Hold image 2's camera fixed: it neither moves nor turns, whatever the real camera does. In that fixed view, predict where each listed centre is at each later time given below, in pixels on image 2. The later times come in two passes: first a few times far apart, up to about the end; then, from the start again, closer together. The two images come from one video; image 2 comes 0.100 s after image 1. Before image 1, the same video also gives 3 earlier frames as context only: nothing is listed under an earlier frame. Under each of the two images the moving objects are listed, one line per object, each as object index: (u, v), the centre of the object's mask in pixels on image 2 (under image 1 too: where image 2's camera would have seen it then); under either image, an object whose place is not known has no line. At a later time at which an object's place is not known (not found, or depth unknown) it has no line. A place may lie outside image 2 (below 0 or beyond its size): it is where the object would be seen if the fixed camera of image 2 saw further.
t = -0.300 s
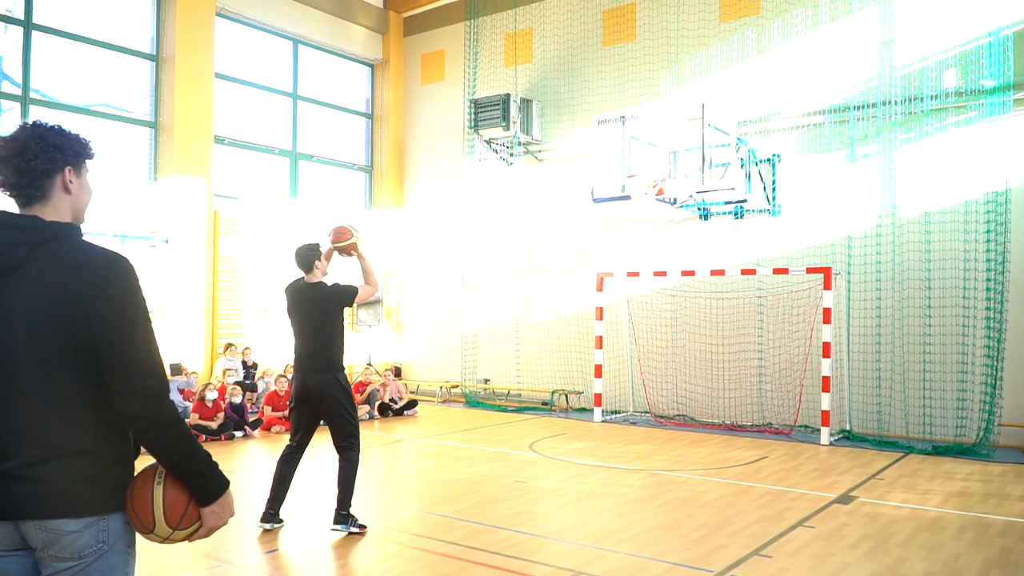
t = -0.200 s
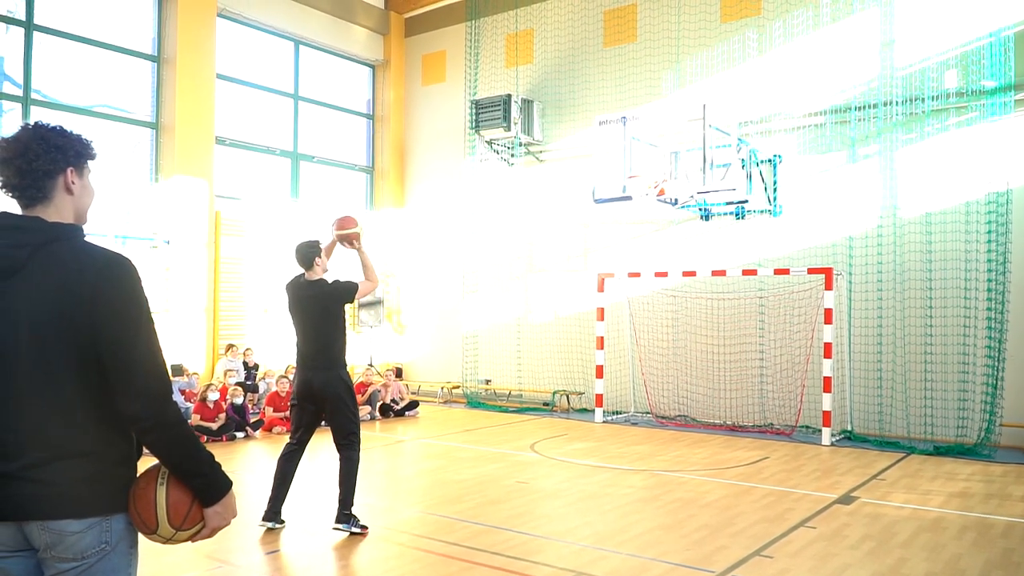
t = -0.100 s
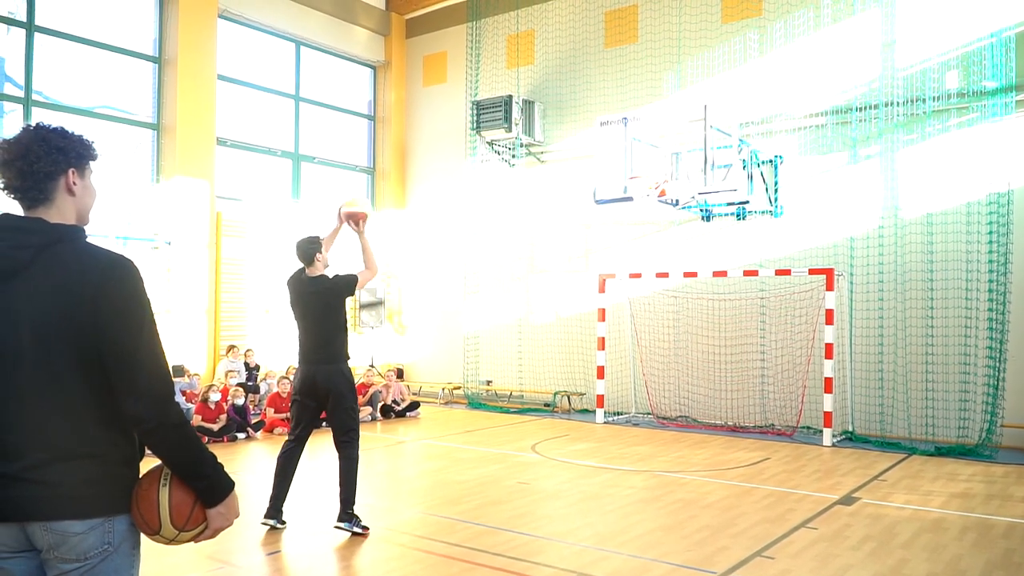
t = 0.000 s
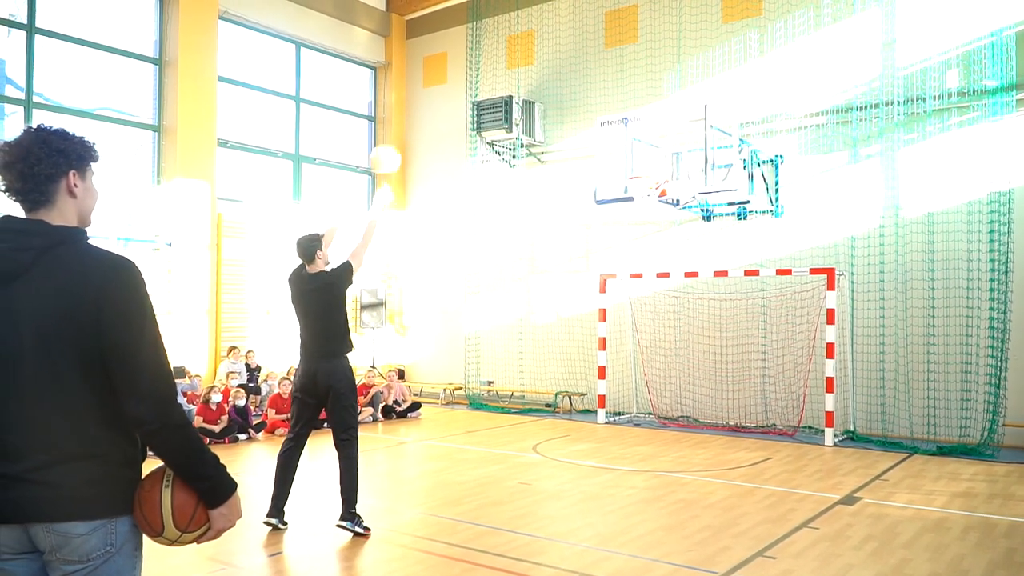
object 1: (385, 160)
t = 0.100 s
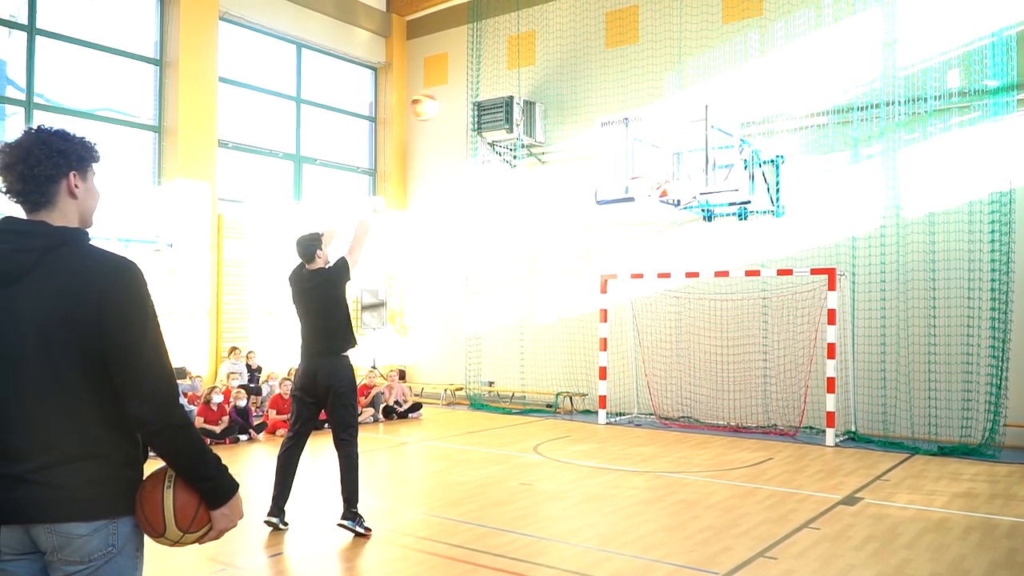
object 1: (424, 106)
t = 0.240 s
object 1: (471, 57)
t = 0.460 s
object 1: (535, 31)
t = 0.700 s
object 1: (593, 60)
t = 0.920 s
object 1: (633, 130)
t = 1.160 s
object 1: (659, 159)
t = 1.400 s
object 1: (650, 161)
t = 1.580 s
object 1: (637, 184)
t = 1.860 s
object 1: (651, 272)
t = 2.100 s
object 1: (659, 396)
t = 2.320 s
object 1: (667, 381)
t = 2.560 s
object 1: (681, 323)
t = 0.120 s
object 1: (432, 96)
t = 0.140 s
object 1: (439, 88)
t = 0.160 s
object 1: (445, 81)
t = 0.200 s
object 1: (458, 68)
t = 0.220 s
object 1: (464, 61)
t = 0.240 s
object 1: (471, 57)
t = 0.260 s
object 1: (477, 52)
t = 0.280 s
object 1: (484, 47)
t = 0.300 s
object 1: (489, 43)
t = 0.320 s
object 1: (495, 40)
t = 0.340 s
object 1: (502, 38)
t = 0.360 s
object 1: (508, 35)
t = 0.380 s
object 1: (514, 33)
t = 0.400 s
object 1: (520, 32)
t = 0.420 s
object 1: (525, 31)
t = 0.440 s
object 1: (530, 31)
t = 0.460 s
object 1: (535, 31)
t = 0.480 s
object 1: (540, 32)
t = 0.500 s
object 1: (545, 32)
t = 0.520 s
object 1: (550, 33)
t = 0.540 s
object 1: (555, 35)
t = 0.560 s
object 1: (560, 37)
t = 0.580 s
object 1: (565, 39)
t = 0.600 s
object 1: (569, 42)
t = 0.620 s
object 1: (574, 45)
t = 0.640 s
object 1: (579, 48)
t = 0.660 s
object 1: (584, 52)
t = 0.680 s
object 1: (588, 56)
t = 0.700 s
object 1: (593, 60)
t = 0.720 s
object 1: (597, 65)
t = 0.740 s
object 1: (601, 69)
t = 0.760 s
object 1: (605, 75)
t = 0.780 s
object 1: (609, 81)
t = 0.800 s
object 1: (613, 87)
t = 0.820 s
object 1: (616, 93)
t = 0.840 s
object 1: (619, 99)
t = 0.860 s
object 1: (625, 106)
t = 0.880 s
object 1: (627, 113)
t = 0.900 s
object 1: (629, 122)
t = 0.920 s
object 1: (633, 130)
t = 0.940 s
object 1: (635, 137)
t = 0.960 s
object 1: (639, 146)
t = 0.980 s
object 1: (645, 153)
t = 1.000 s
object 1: (649, 162)
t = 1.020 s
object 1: (652, 168)
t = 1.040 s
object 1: (654, 167)
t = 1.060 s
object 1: (654, 165)
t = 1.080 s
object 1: (655, 164)
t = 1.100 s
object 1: (656, 163)
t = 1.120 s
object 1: (657, 162)
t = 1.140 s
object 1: (657, 161)
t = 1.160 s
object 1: (659, 159)
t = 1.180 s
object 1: (659, 160)
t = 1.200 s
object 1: (660, 161)
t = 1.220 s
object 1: (661, 161)
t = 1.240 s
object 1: (662, 161)
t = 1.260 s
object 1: (661, 160)
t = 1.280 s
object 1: (659, 159)
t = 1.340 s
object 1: (653, 159)
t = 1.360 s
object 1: (653, 160)
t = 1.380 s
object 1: (652, 160)
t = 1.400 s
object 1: (650, 161)
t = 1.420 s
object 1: (649, 163)
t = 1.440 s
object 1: (648, 165)
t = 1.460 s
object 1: (647, 167)
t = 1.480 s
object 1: (645, 169)
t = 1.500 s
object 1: (644, 171)
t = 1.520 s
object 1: (642, 175)
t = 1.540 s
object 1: (640, 176)
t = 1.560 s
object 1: (639, 182)
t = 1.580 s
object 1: (637, 184)
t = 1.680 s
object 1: (642, 210)
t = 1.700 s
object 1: (643, 217)
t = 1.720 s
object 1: (643, 221)
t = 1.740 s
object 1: (643, 228)
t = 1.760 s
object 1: (644, 235)
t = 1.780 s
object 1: (645, 241)
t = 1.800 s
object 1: (647, 249)
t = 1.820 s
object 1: (650, 255)
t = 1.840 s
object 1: (650, 263)
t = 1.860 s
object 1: (651, 272)
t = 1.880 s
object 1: (651, 280)
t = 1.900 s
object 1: (652, 289)
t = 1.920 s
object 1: (653, 298)
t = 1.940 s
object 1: (654, 307)
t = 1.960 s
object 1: (655, 318)
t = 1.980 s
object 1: (655, 328)
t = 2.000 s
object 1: (655, 338)
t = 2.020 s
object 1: (656, 349)
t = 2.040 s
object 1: (657, 361)
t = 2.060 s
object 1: (658, 373)
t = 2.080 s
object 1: (658, 384)
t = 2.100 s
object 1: (659, 396)
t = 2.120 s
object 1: (660, 410)
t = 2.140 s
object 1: (659, 422)
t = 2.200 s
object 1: (662, 429)
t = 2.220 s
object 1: (663, 419)
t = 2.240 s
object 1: (663, 412)
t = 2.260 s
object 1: (664, 404)
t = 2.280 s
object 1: (666, 396)
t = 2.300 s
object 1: (666, 387)
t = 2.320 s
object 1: (667, 381)
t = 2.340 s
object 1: (669, 374)
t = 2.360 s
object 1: (670, 367)
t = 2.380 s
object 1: (671, 361)
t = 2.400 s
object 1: (672, 356)
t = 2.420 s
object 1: (673, 350)
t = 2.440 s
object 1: (675, 345)
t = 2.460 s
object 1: (676, 341)
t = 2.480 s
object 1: (676, 337)
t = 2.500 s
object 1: (677, 333)
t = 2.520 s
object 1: (678, 329)
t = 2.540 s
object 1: (679, 326)
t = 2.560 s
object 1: (681, 323)
